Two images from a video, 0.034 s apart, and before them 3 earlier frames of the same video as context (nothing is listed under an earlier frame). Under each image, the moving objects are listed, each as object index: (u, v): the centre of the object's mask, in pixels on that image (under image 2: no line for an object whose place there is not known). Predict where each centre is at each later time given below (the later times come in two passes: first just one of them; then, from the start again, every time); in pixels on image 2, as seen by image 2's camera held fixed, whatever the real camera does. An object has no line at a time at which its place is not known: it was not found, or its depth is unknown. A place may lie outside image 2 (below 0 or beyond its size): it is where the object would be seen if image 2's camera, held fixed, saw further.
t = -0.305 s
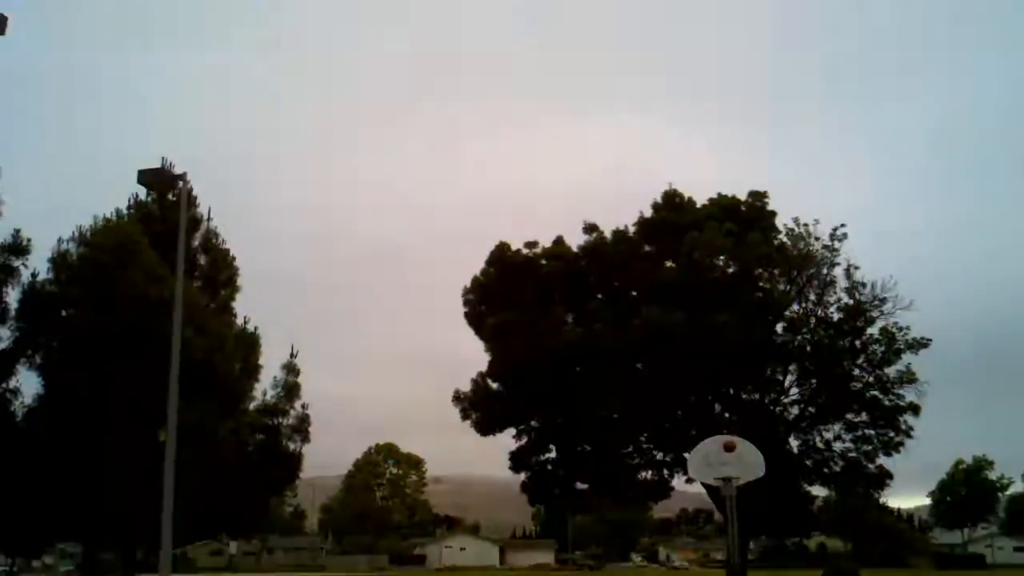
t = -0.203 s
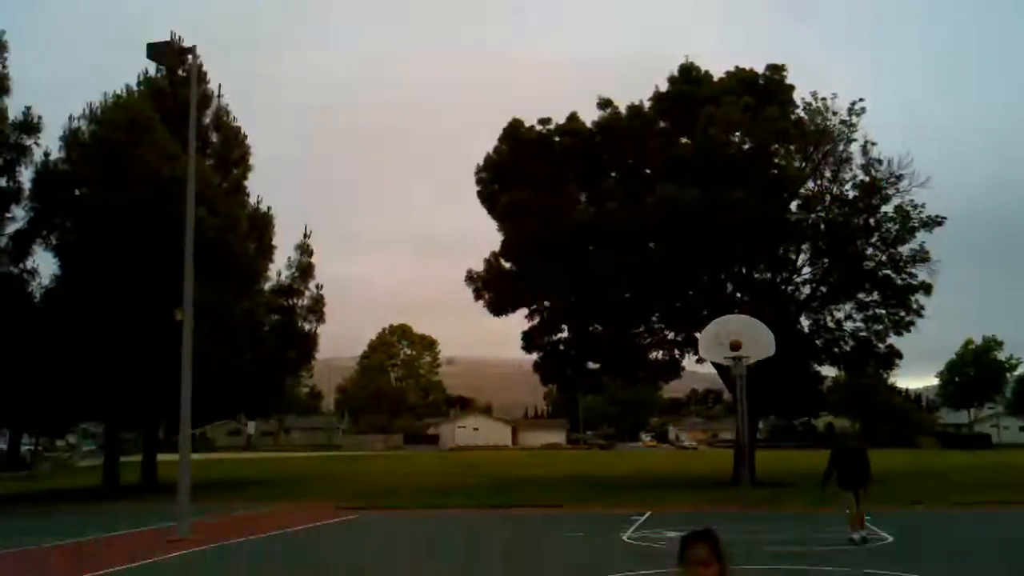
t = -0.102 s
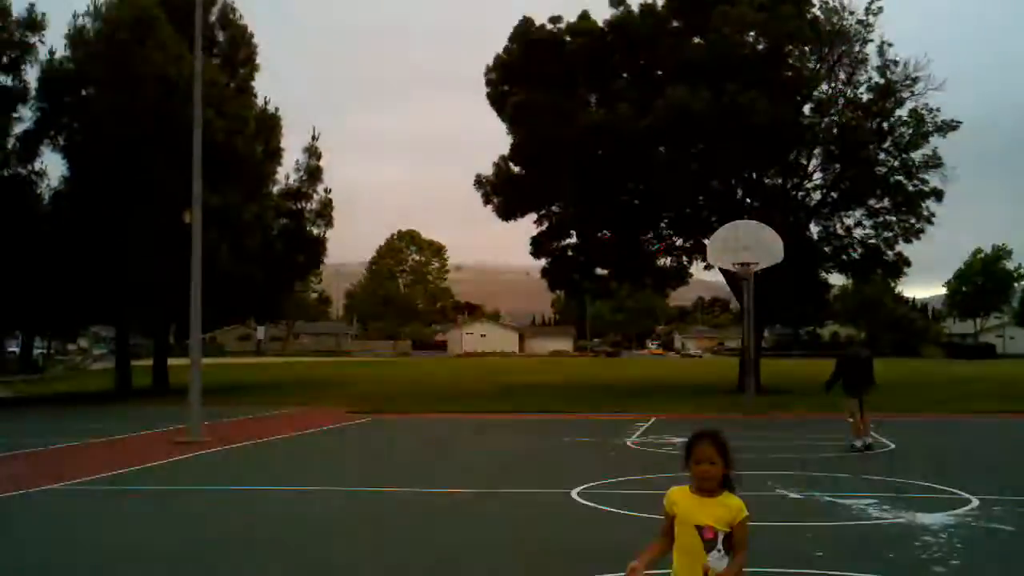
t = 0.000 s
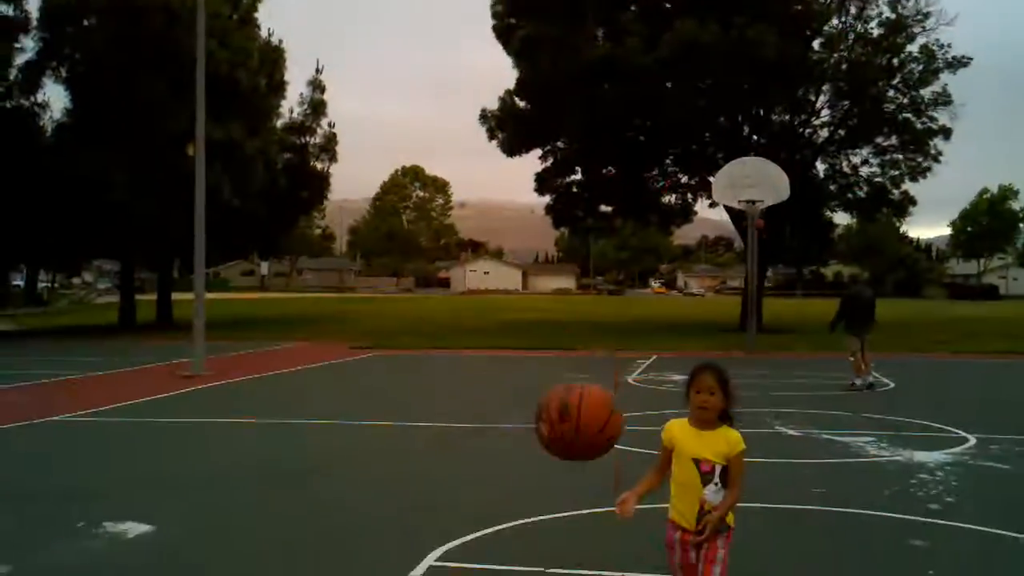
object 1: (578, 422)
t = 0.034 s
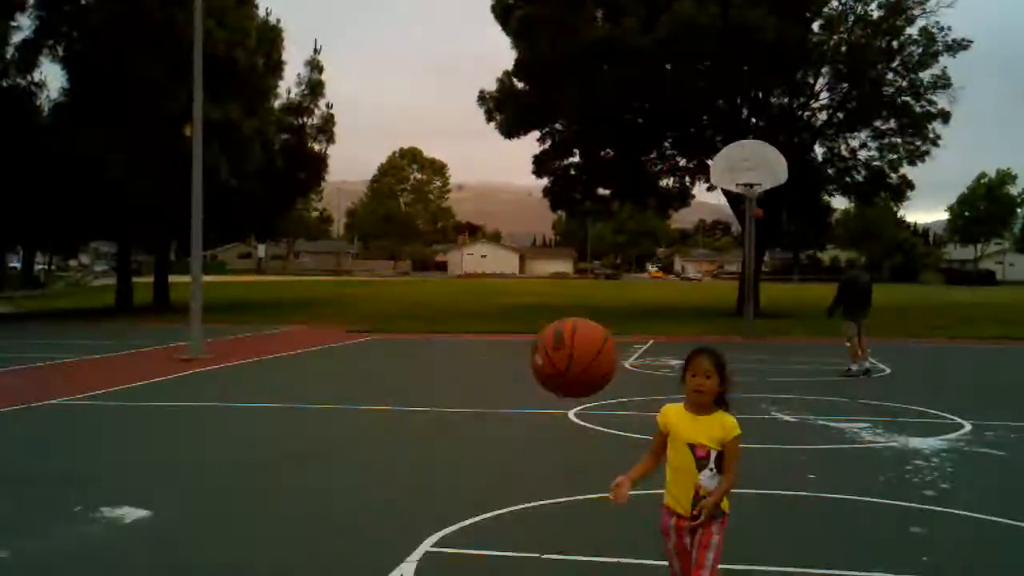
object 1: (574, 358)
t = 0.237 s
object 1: (565, 151)
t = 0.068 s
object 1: (574, 312)
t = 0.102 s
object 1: (573, 273)
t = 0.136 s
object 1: (571, 236)
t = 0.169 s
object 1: (568, 203)
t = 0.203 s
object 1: (567, 175)
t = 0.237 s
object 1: (565, 151)
